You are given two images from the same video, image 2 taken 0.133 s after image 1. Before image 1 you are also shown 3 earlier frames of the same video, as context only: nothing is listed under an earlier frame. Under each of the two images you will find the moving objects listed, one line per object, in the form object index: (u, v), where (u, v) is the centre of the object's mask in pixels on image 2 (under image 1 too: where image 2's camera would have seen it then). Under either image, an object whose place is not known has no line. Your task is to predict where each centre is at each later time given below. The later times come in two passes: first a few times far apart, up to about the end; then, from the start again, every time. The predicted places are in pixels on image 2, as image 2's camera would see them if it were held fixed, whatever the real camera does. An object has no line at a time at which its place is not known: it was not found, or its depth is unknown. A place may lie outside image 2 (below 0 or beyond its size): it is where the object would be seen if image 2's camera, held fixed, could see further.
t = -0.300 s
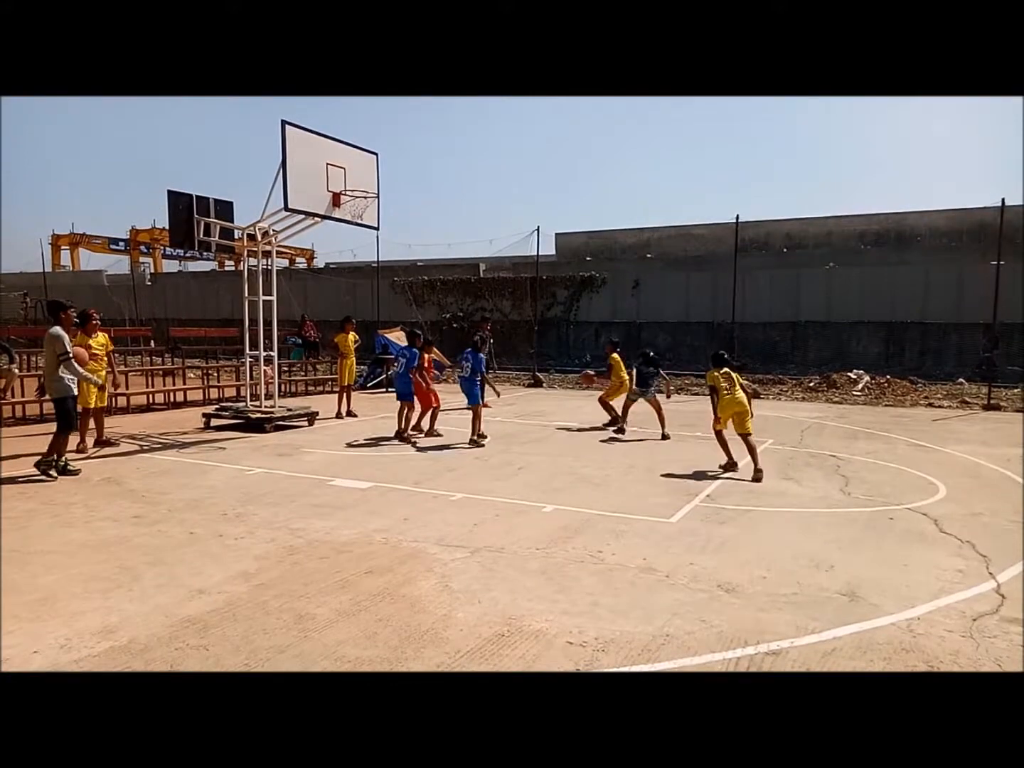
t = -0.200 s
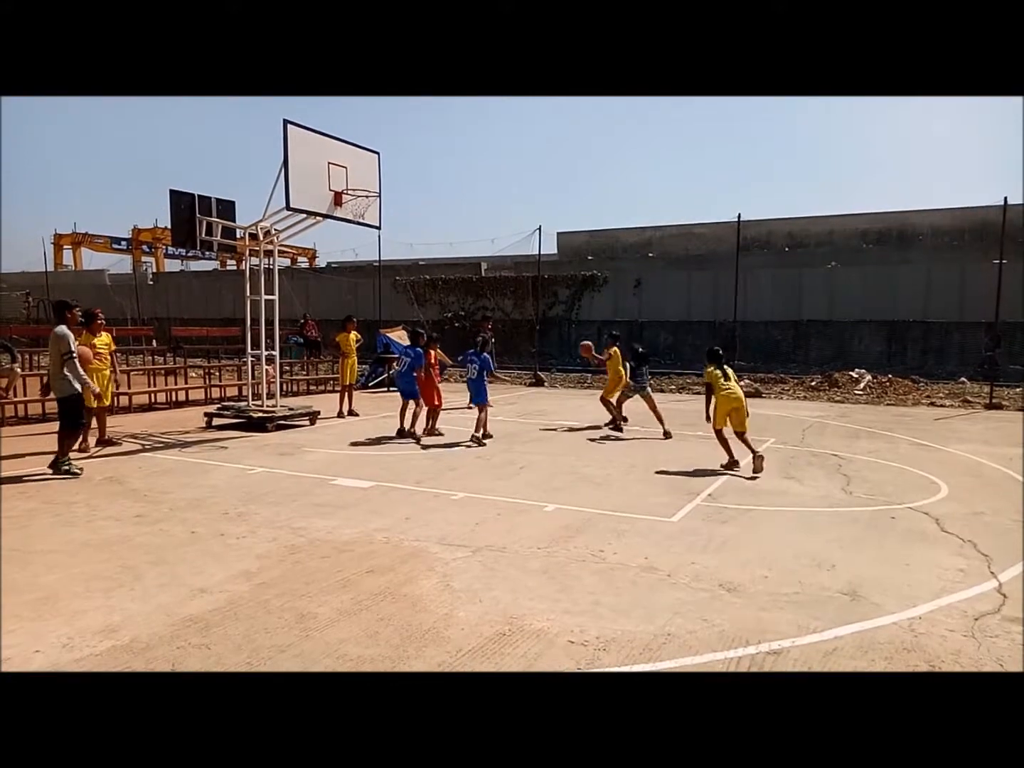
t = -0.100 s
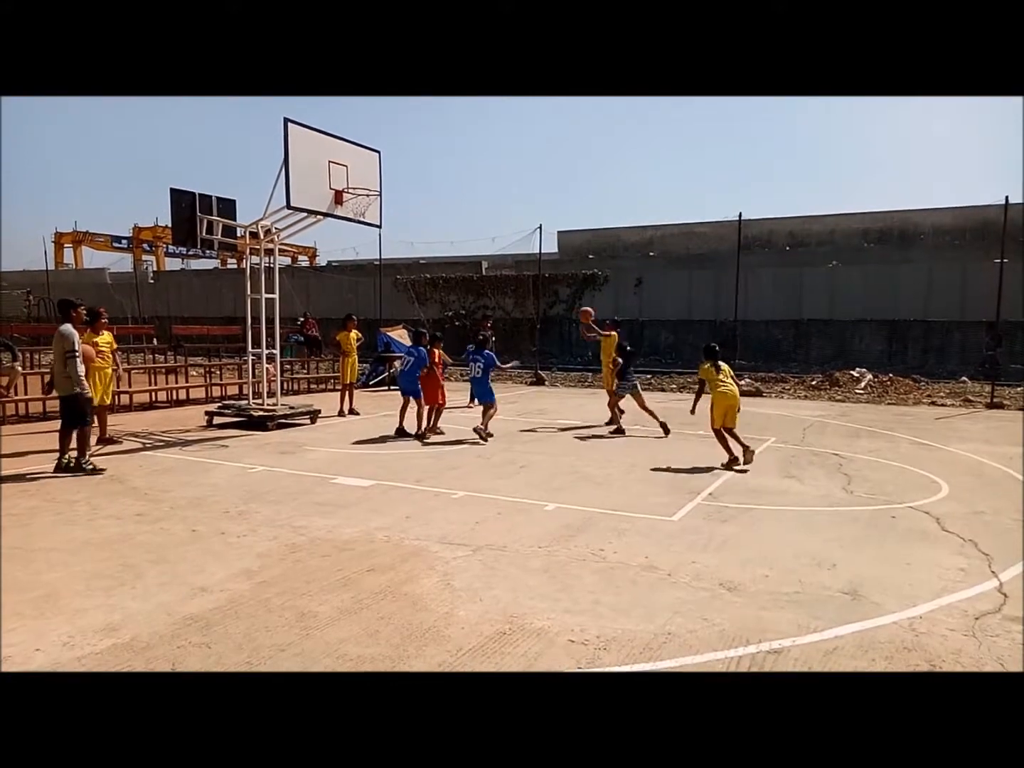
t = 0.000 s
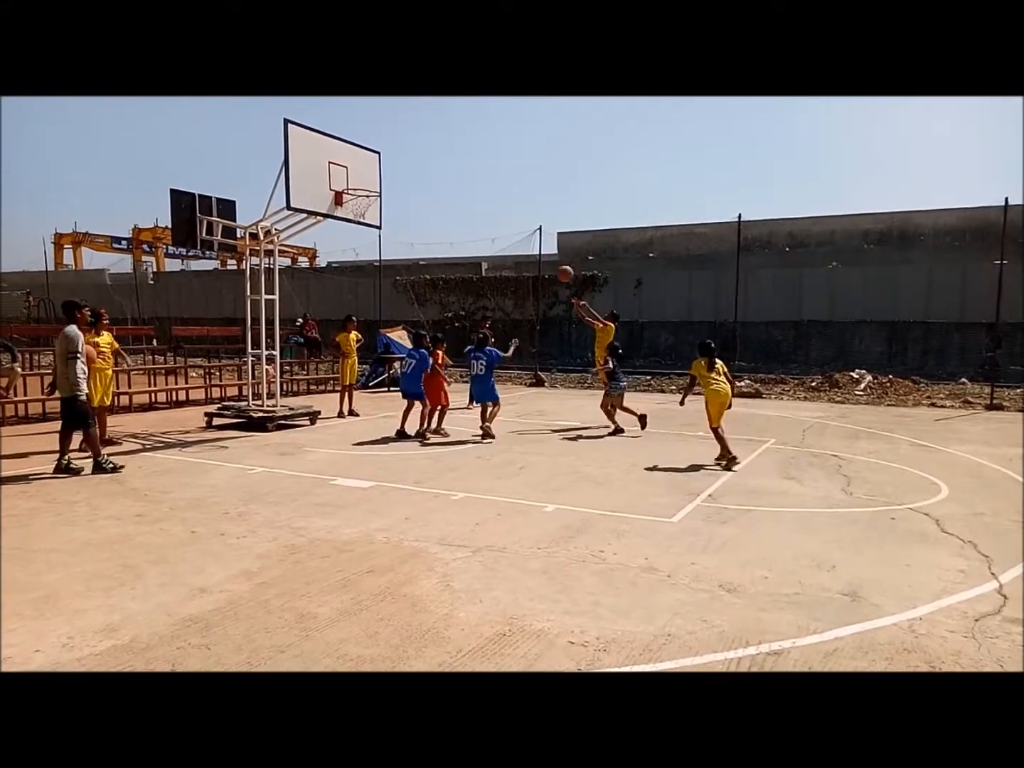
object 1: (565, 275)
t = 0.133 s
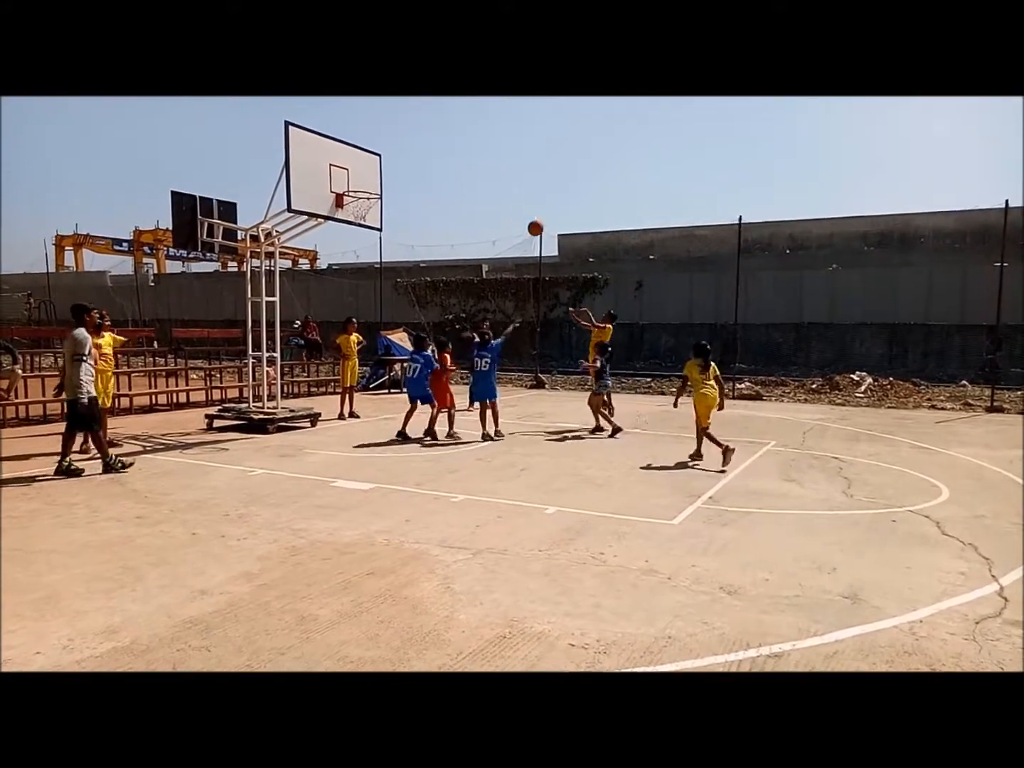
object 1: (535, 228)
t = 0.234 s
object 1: (512, 200)
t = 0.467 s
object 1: (454, 158)
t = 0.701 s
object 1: (393, 157)
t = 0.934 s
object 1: (356, 186)
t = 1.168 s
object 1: (380, 174)
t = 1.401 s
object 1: (404, 185)
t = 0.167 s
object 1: (527, 218)
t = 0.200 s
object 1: (519, 209)
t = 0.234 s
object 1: (512, 200)
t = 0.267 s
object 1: (503, 192)
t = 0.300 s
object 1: (495, 184)
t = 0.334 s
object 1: (487, 177)
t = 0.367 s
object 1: (479, 171)
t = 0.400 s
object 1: (471, 166)
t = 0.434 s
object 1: (463, 161)
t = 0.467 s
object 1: (454, 158)
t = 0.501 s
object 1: (445, 155)
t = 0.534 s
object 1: (436, 154)
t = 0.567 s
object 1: (428, 153)
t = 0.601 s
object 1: (420, 153)
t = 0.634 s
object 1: (411, 153)
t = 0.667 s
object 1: (402, 155)
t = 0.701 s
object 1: (393, 157)
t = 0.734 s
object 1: (385, 161)
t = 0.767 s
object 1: (376, 165)
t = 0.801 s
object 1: (367, 170)
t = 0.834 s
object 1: (358, 176)
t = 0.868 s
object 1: (351, 182)
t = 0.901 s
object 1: (352, 186)
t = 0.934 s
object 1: (356, 186)
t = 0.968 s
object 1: (359, 185)
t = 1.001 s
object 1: (363, 184)
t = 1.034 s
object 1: (366, 185)
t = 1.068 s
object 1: (370, 183)
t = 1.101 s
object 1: (373, 179)
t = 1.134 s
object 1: (376, 175)
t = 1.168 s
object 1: (380, 174)
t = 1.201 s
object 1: (383, 173)
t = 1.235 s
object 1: (386, 173)
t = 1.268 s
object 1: (390, 173)
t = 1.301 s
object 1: (393, 174)
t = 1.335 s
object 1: (397, 177)
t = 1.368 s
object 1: (400, 180)
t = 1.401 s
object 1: (404, 185)
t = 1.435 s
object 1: (407, 190)
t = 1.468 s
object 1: (411, 197)
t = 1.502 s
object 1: (415, 204)
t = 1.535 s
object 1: (418, 213)
